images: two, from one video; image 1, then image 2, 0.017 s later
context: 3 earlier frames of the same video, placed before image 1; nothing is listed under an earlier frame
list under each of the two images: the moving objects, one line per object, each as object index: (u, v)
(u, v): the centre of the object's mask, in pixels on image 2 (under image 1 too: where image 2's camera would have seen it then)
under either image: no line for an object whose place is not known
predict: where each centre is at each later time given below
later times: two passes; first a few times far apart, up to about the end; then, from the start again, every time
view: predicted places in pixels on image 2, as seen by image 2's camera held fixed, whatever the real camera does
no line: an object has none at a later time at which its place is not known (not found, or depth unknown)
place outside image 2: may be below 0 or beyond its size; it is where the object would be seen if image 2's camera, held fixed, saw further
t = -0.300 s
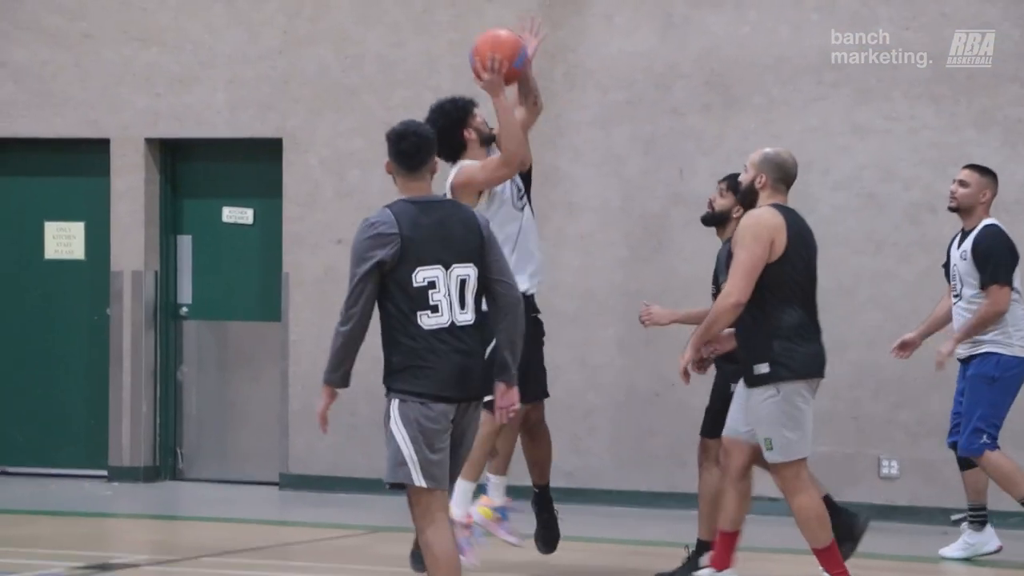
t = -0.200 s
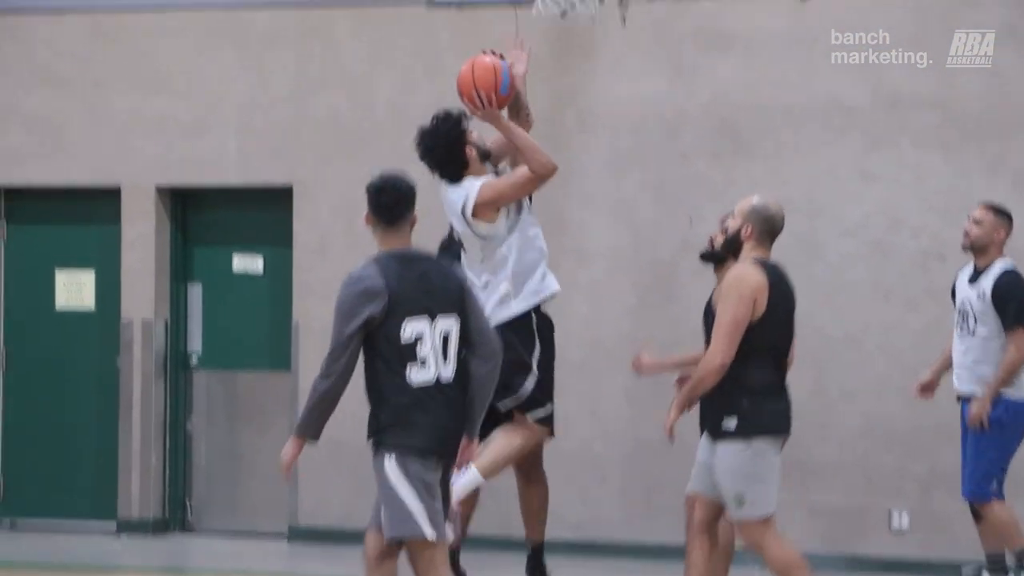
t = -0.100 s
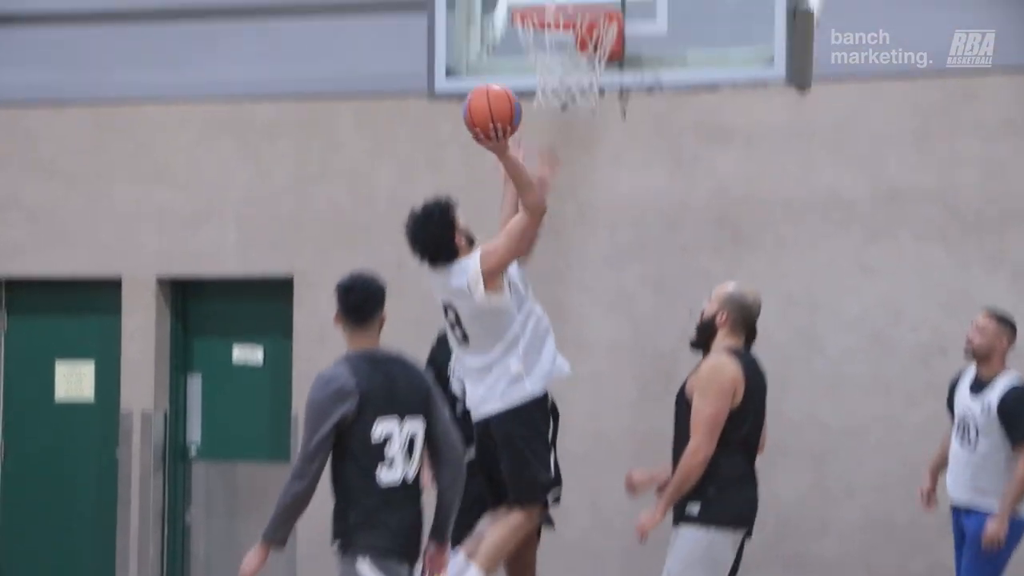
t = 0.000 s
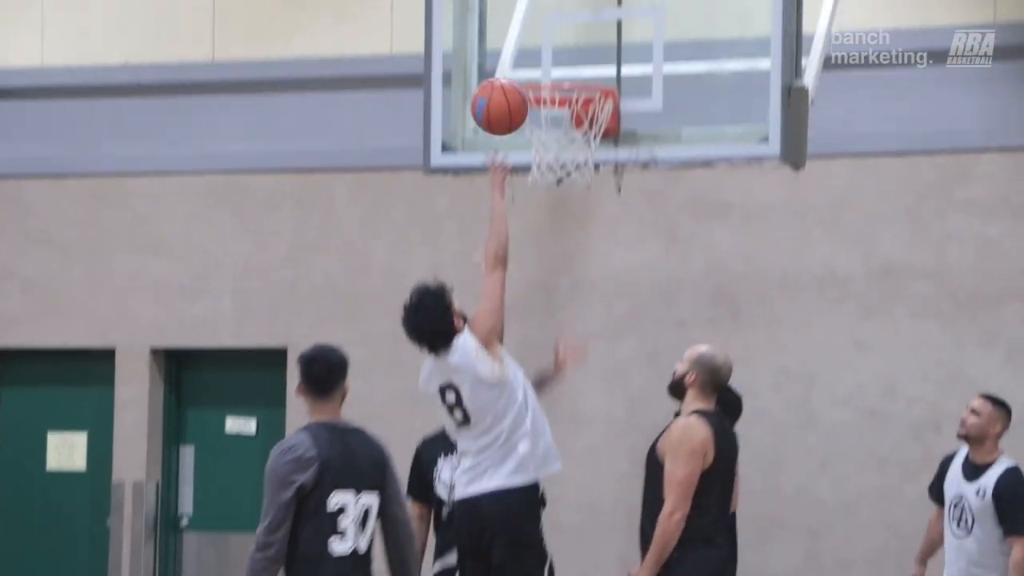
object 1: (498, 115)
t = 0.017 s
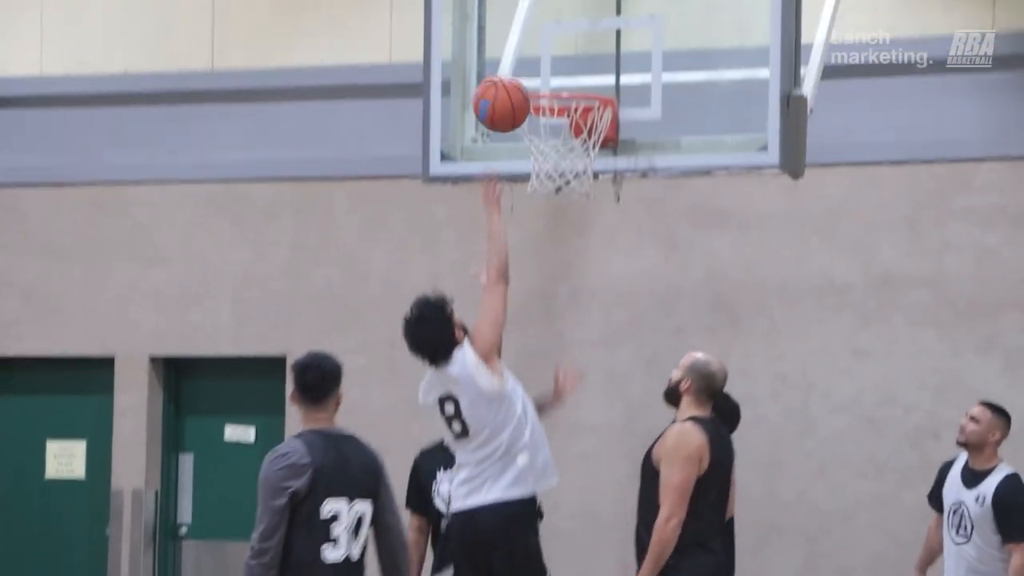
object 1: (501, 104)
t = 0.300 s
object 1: (546, 22)
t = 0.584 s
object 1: (578, 62)
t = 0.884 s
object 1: (584, 39)
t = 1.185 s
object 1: (580, 40)
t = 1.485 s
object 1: (569, 112)
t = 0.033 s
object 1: (504, 93)
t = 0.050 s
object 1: (506, 83)
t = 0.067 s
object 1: (509, 74)
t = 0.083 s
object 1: (512, 66)
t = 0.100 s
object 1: (515, 58)
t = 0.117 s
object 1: (518, 52)
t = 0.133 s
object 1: (520, 45)
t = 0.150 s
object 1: (523, 39)
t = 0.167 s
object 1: (526, 35)
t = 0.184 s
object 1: (529, 30)
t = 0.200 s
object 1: (531, 26)
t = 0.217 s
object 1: (534, 23)
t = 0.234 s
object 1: (536, 21)
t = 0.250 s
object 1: (539, 20)
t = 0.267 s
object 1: (541, 20)
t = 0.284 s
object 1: (544, 21)
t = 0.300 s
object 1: (546, 22)
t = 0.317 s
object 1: (549, 24)
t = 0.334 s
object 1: (551, 26)
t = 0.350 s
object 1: (553, 28)
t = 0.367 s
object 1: (555, 30)
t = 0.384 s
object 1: (558, 33)
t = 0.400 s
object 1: (560, 35)
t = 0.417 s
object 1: (562, 37)
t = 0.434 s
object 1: (564, 40)
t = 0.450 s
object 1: (566, 45)
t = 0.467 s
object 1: (568, 52)
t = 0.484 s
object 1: (570, 58)
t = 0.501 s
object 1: (573, 65)
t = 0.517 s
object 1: (574, 72)
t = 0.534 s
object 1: (577, 76)
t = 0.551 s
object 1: (577, 74)
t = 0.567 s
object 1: (578, 69)
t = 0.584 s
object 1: (578, 62)
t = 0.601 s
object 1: (579, 55)
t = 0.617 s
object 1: (579, 49)
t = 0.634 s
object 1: (579, 45)
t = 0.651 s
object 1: (580, 43)
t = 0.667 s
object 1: (580, 42)
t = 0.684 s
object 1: (580, 40)
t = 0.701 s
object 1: (580, 38)
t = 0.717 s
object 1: (581, 36)
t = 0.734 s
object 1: (582, 35)
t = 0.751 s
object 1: (582, 35)
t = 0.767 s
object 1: (582, 35)
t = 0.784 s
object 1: (582, 36)
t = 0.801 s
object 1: (583, 36)
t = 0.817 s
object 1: (583, 36)
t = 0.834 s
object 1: (583, 36)
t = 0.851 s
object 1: (583, 36)
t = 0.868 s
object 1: (583, 37)
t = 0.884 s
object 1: (584, 39)
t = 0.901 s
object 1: (584, 40)
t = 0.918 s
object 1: (584, 43)
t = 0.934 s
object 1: (584, 47)
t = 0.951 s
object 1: (584, 53)
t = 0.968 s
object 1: (584, 59)
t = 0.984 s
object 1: (584, 67)
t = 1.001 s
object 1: (585, 73)
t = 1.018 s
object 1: (585, 76)
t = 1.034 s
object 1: (584, 73)
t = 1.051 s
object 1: (584, 68)
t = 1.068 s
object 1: (583, 62)
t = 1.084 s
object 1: (583, 57)
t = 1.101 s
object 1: (582, 52)
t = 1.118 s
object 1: (582, 48)
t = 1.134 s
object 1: (581, 45)
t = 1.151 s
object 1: (581, 42)
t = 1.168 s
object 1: (580, 41)
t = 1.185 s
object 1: (580, 40)
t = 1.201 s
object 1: (579, 39)
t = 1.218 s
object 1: (579, 39)
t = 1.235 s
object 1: (578, 39)
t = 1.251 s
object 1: (577, 39)
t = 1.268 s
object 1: (577, 40)
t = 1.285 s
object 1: (576, 41)
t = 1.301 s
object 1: (575, 43)
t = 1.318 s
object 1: (575, 46)
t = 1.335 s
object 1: (574, 49)
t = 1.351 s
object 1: (573, 54)
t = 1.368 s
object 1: (573, 58)
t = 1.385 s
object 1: (572, 64)
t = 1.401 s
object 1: (571, 70)
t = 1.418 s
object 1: (571, 74)
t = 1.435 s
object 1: (570, 79)
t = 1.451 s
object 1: (569, 87)
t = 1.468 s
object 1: (569, 101)
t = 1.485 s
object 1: (569, 112)
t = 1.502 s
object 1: (568, 122)
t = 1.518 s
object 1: (566, 130)
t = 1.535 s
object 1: (565, 142)
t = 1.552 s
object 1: (565, 153)
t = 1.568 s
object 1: (565, 168)
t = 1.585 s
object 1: (565, 182)
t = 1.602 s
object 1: (563, 192)
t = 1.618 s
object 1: (561, 207)
